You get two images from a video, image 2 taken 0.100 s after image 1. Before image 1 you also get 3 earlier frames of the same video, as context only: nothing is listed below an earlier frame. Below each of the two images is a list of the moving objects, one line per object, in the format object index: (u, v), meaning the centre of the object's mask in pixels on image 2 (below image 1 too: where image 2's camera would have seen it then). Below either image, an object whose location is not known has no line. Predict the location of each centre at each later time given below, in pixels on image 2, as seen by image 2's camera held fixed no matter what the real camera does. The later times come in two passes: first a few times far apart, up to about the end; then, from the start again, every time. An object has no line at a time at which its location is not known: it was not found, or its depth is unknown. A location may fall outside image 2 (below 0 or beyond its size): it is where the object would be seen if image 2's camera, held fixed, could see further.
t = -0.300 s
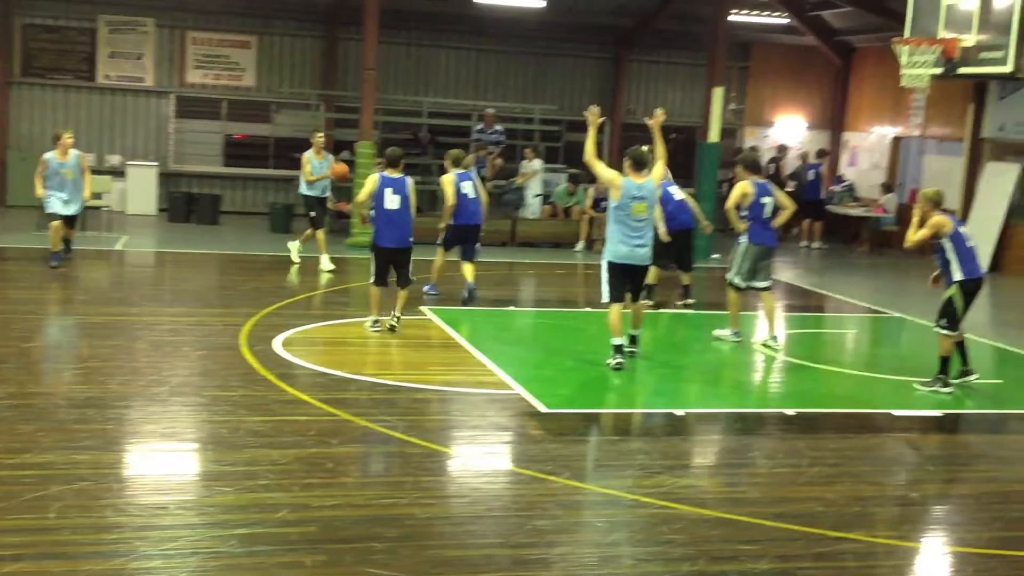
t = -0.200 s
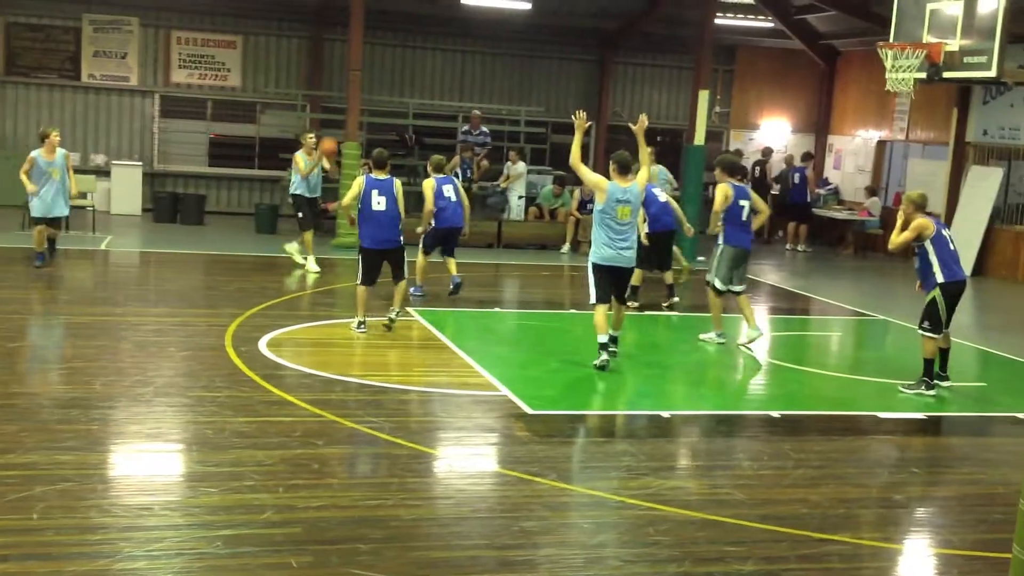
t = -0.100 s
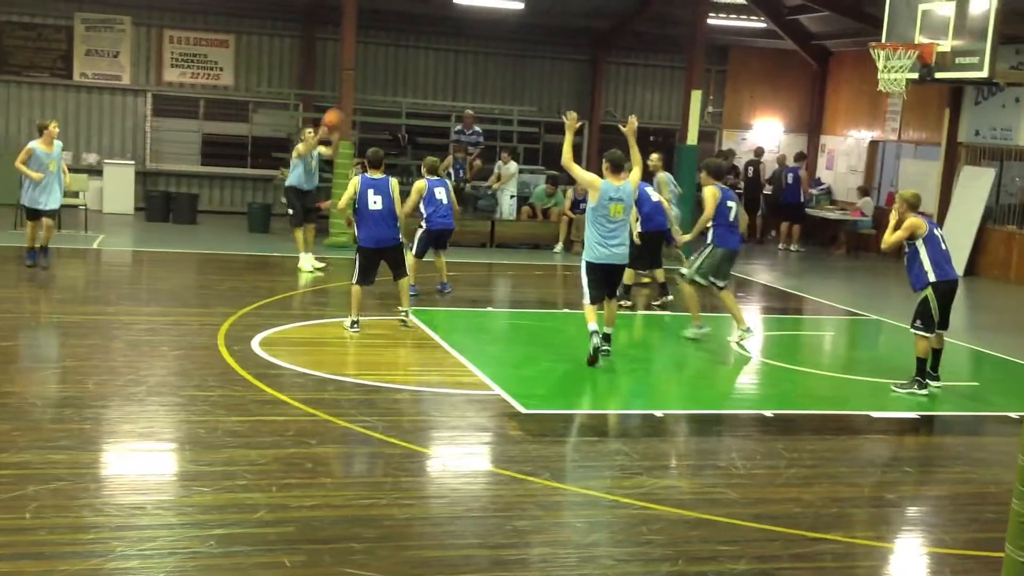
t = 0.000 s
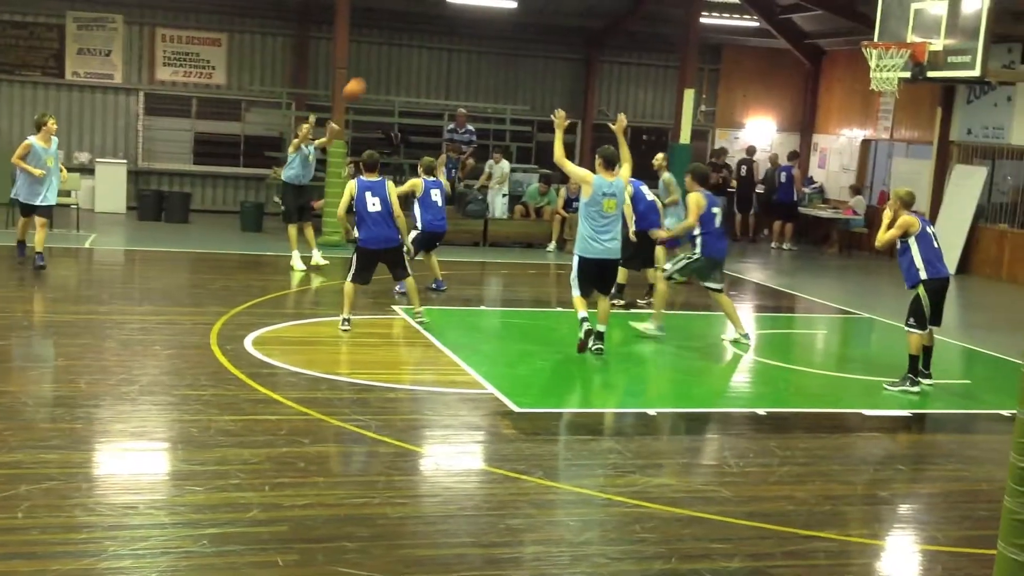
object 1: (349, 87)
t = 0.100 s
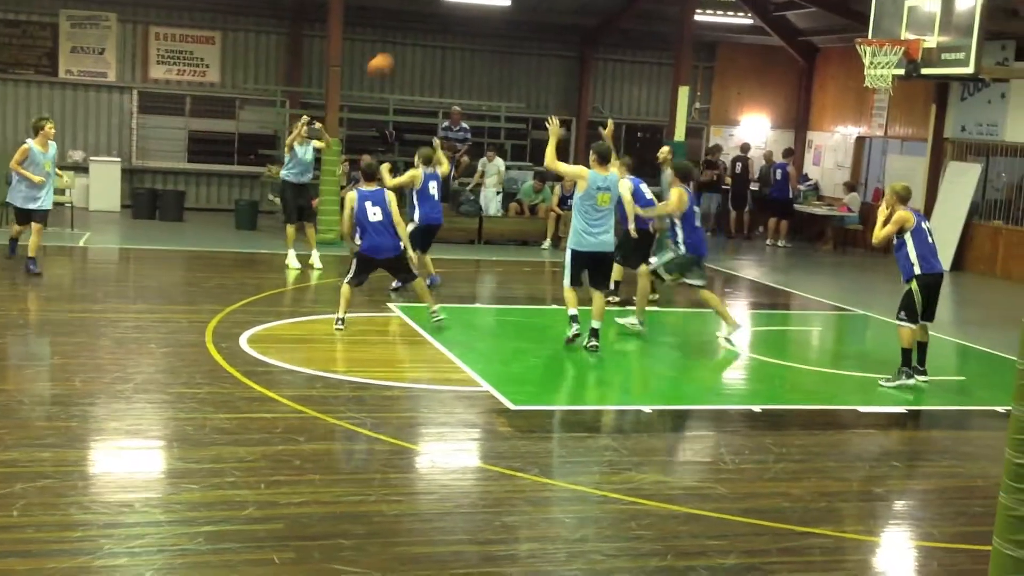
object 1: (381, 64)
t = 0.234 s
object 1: (427, 45)
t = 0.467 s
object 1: (516, 46)
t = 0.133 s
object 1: (394, 58)
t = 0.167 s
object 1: (404, 53)
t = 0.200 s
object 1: (415, 49)
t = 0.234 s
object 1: (427, 45)
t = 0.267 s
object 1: (438, 43)
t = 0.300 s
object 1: (451, 41)
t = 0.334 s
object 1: (465, 40)
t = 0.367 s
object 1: (477, 40)
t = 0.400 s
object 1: (489, 41)
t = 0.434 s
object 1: (503, 43)
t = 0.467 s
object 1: (516, 46)
